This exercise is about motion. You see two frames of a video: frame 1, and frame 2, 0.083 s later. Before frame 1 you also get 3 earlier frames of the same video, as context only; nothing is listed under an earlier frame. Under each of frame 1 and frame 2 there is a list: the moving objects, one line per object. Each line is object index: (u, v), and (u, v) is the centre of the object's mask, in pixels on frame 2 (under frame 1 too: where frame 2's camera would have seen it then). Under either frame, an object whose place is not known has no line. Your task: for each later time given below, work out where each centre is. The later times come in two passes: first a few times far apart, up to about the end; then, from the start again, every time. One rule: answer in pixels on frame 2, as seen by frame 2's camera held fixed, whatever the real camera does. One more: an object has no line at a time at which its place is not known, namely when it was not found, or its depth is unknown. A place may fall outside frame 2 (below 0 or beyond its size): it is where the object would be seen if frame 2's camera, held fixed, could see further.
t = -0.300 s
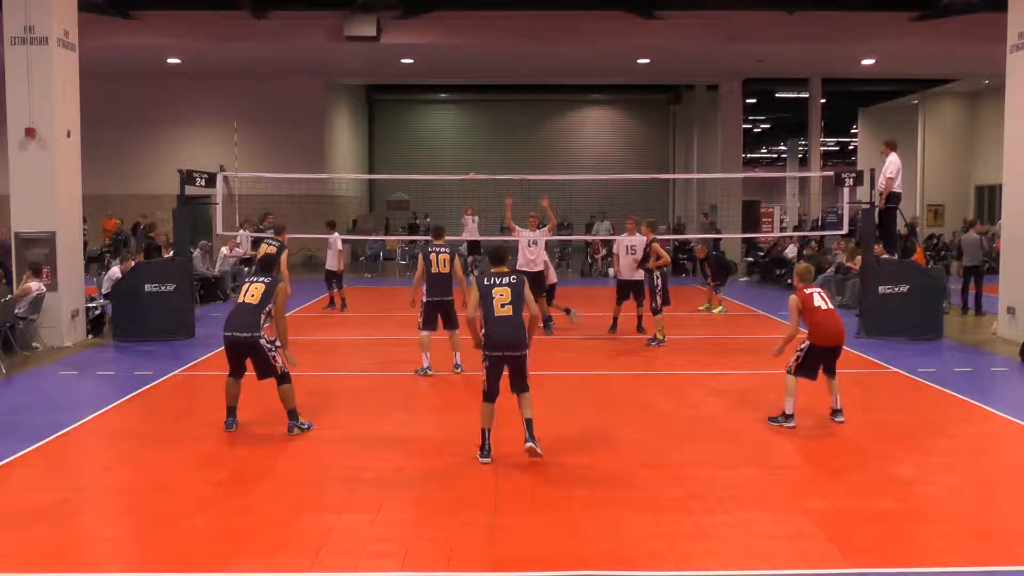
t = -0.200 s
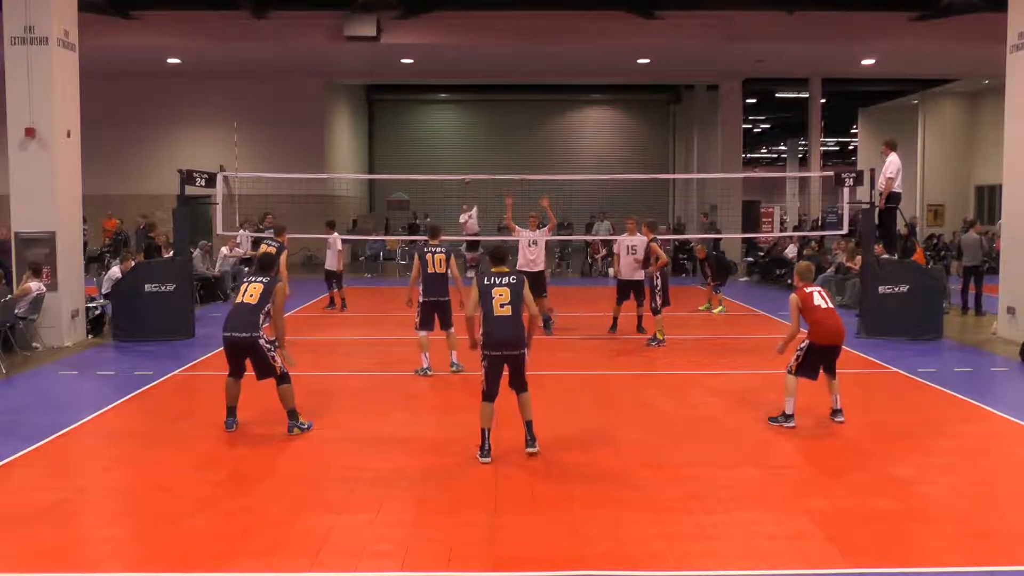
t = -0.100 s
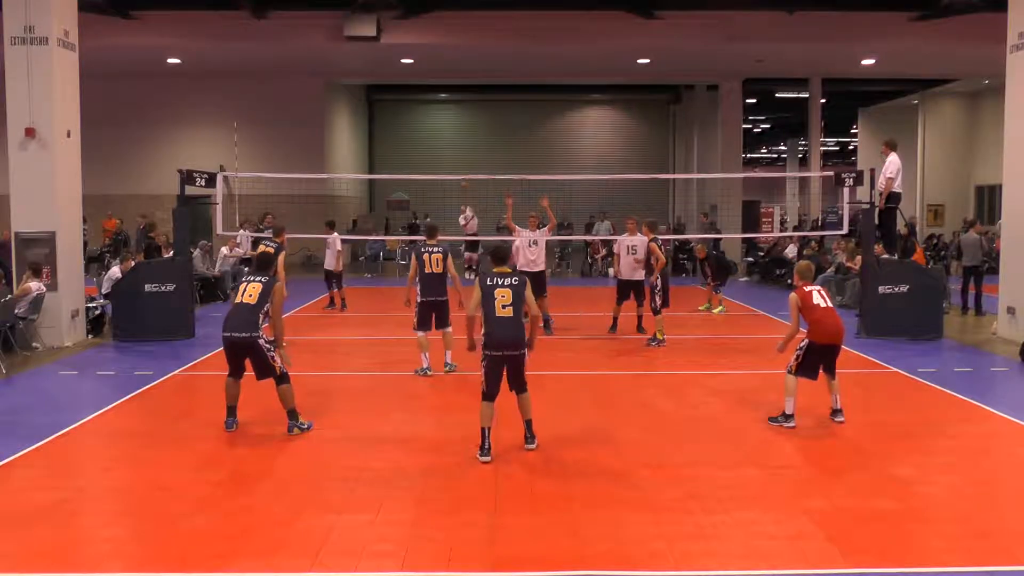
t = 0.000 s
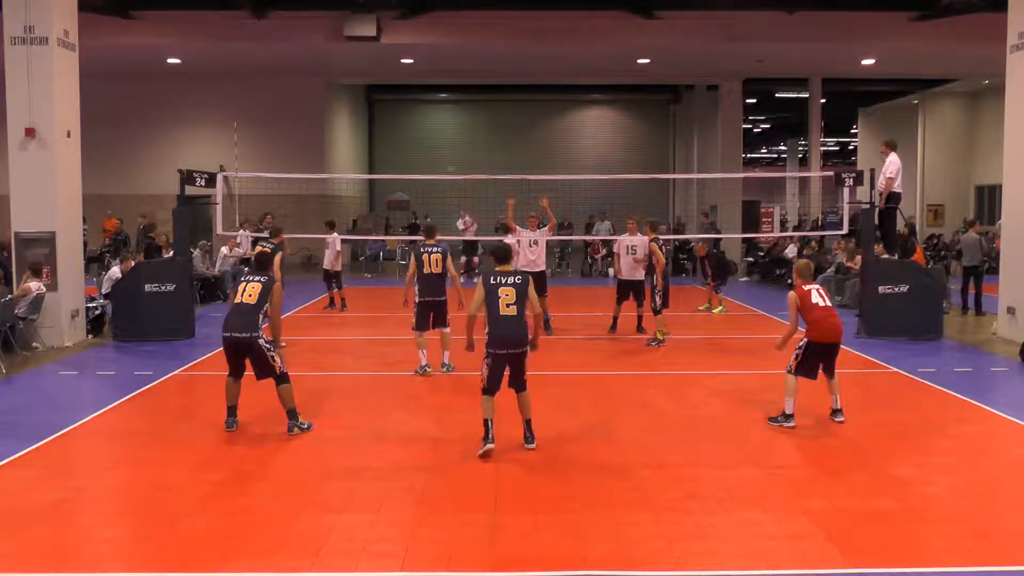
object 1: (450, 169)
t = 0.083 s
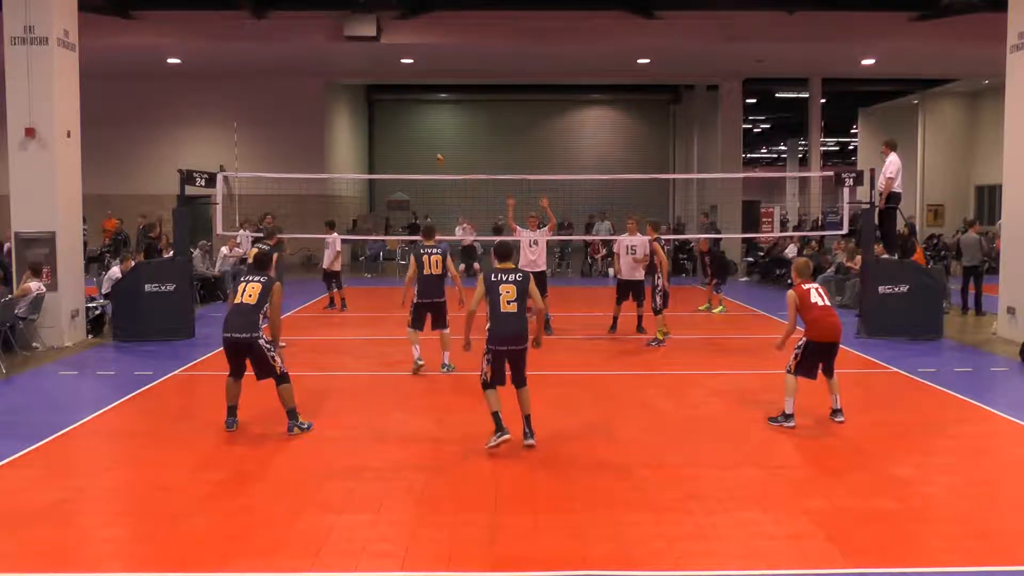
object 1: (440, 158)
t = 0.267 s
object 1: (416, 141)
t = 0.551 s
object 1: (372, 141)
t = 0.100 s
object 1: (439, 156)
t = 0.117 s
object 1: (437, 155)
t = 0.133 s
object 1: (433, 151)
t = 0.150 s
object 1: (431, 149)
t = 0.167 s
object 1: (429, 148)
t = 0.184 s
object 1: (427, 146)
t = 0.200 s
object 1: (425, 145)
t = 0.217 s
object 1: (423, 143)
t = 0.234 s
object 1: (420, 142)
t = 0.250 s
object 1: (418, 141)
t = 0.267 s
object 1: (416, 141)
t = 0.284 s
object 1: (413, 138)
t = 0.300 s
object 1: (412, 138)
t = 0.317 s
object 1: (409, 137)
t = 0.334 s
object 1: (406, 135)
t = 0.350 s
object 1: (404, 135)
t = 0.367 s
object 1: (402, 135)
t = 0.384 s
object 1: (400, 135)
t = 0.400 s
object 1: (398, 135)
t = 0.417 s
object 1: (396, 136)
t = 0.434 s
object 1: (393, 136)
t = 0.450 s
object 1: (390, 136)
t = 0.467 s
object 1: (388, 136)
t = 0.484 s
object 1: (384, 137)
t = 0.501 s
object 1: (383, 138)
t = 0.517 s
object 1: (380, 137)
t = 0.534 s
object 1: (377, 138)
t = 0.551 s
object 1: (372, 141)
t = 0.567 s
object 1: (372, 141)
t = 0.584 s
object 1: (365, 146)
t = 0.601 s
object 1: (365, 148)
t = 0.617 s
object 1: (363, 151)
